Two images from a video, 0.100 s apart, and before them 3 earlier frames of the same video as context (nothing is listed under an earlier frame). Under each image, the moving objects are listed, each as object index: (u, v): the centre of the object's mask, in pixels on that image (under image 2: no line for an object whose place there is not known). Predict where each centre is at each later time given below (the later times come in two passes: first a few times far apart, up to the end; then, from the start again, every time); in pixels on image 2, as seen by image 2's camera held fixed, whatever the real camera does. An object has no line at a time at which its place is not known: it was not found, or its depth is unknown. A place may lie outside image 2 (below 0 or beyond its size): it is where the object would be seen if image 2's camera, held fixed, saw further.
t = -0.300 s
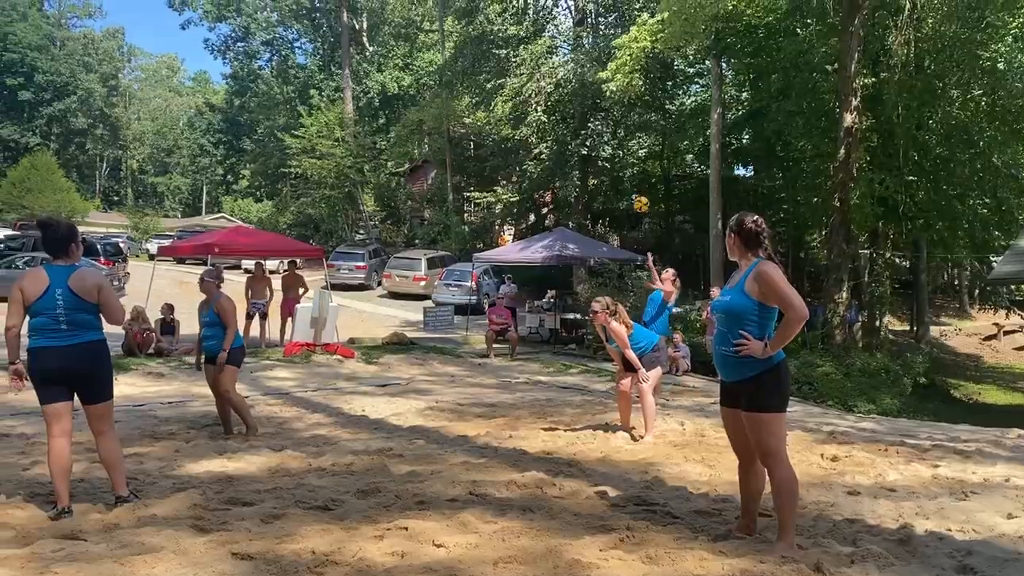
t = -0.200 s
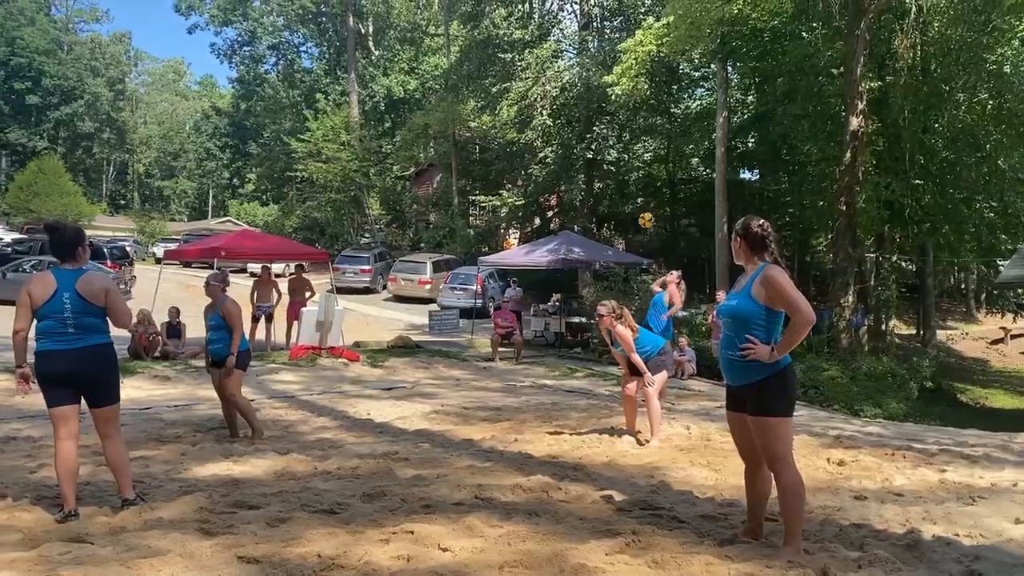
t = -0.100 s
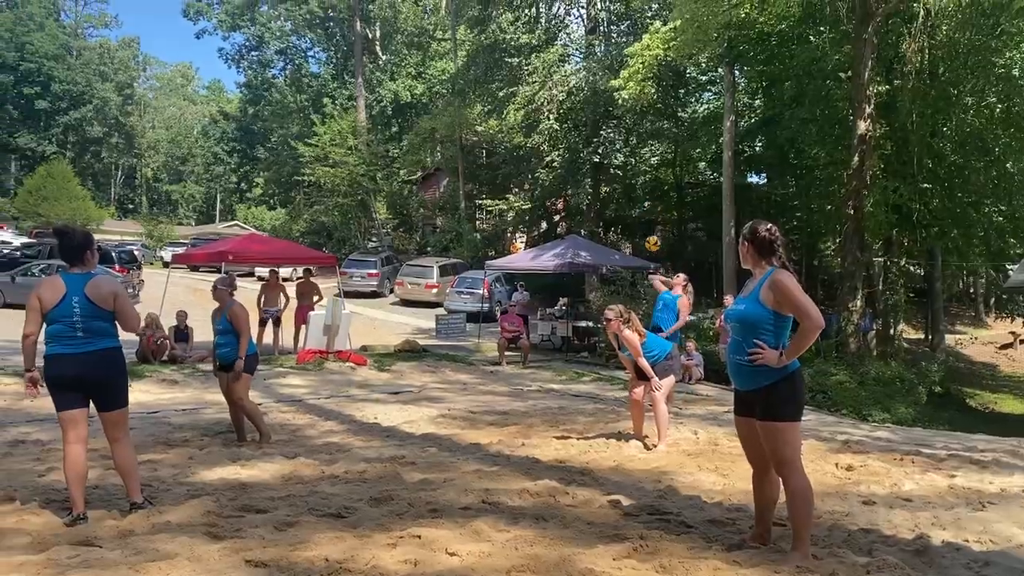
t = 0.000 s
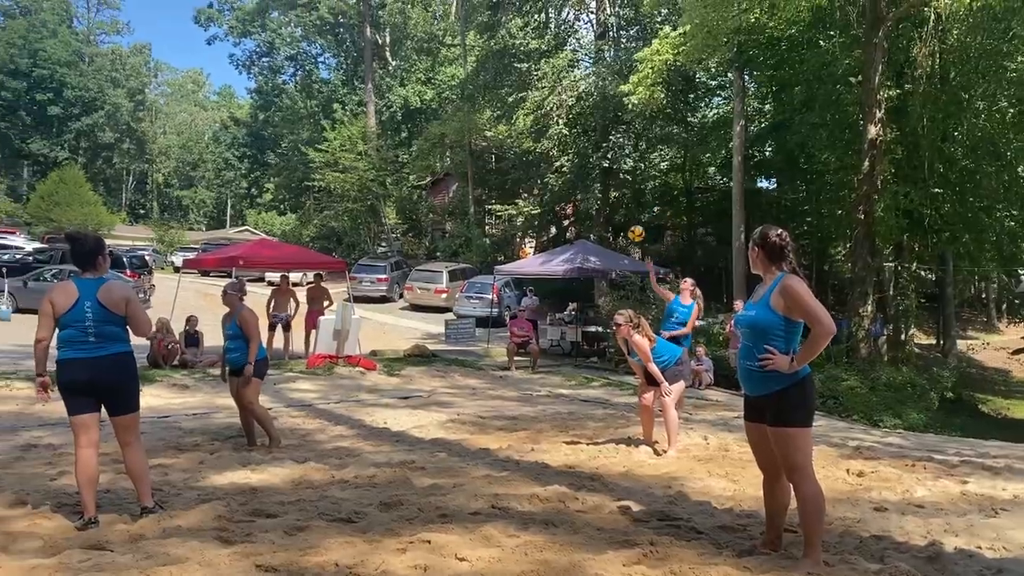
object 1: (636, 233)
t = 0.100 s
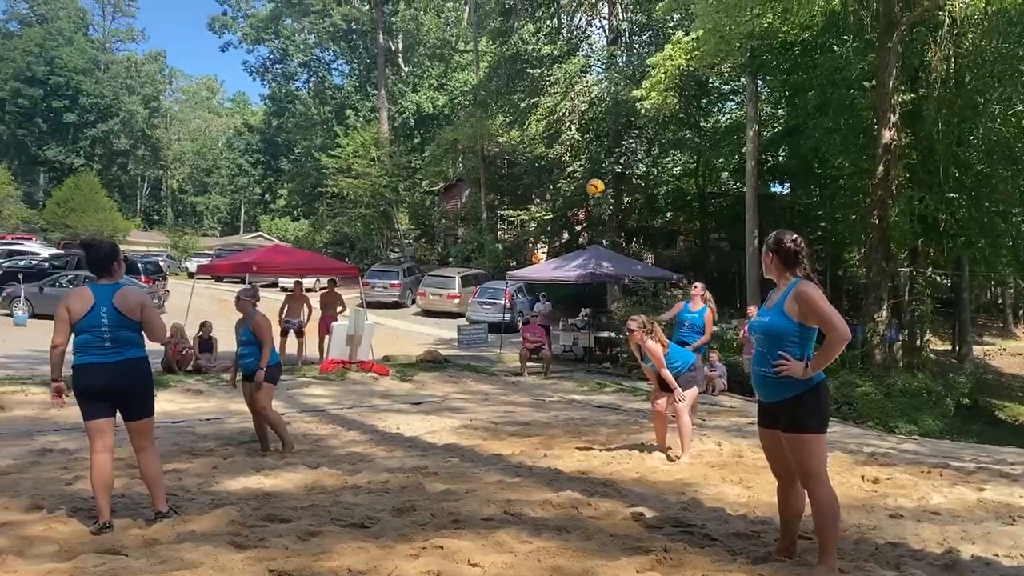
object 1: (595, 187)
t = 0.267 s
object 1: (483, 96)
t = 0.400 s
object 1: (359, 20)
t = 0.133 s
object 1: (576, 170)
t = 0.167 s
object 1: (555, 152)
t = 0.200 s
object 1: (533, 133)
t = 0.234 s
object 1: (509, 115)
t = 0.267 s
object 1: (483, 96)
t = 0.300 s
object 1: (456, 78)
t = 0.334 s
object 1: (428, 56)
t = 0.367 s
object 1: (395, 39)
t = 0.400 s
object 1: (359, 20)
